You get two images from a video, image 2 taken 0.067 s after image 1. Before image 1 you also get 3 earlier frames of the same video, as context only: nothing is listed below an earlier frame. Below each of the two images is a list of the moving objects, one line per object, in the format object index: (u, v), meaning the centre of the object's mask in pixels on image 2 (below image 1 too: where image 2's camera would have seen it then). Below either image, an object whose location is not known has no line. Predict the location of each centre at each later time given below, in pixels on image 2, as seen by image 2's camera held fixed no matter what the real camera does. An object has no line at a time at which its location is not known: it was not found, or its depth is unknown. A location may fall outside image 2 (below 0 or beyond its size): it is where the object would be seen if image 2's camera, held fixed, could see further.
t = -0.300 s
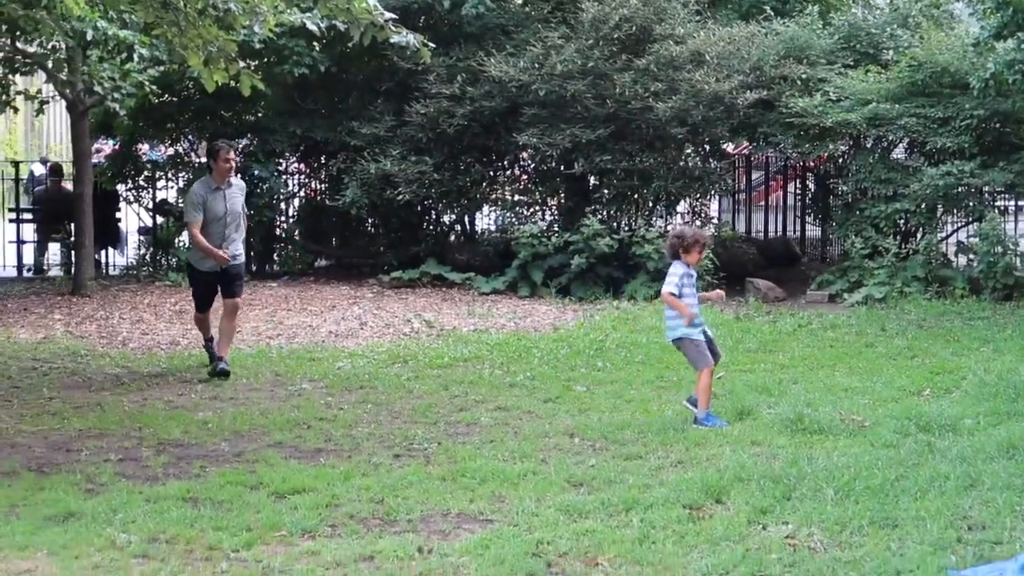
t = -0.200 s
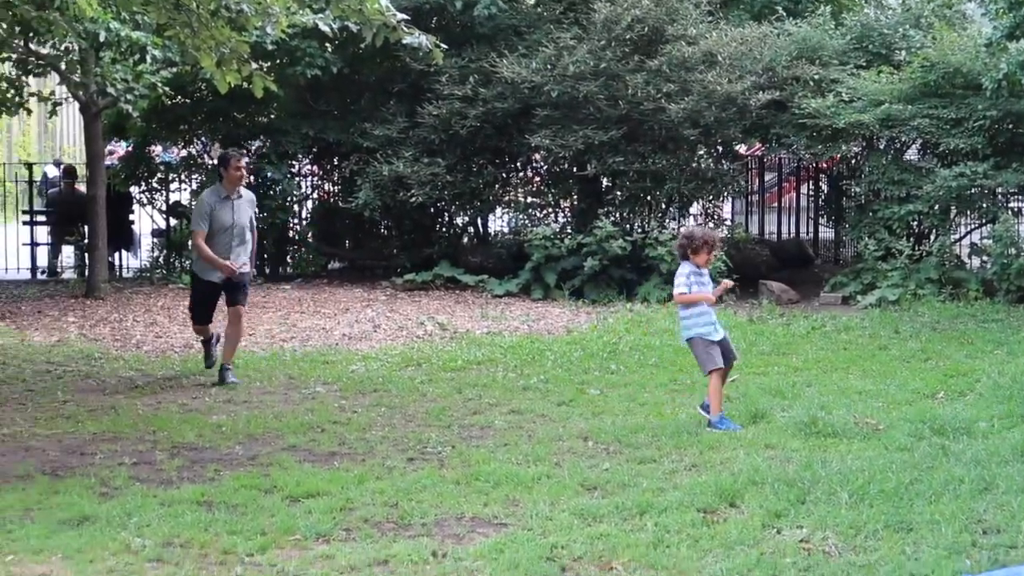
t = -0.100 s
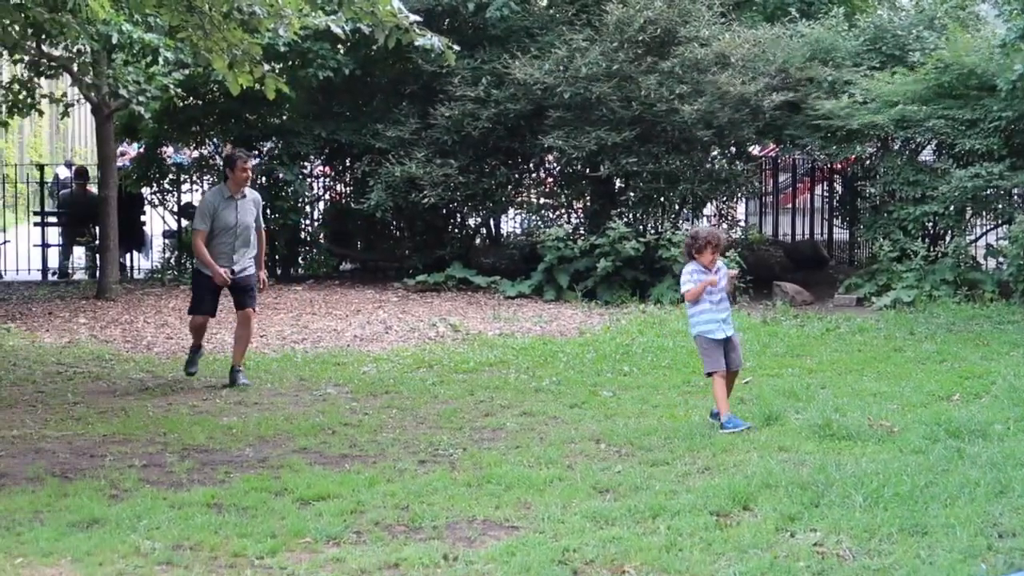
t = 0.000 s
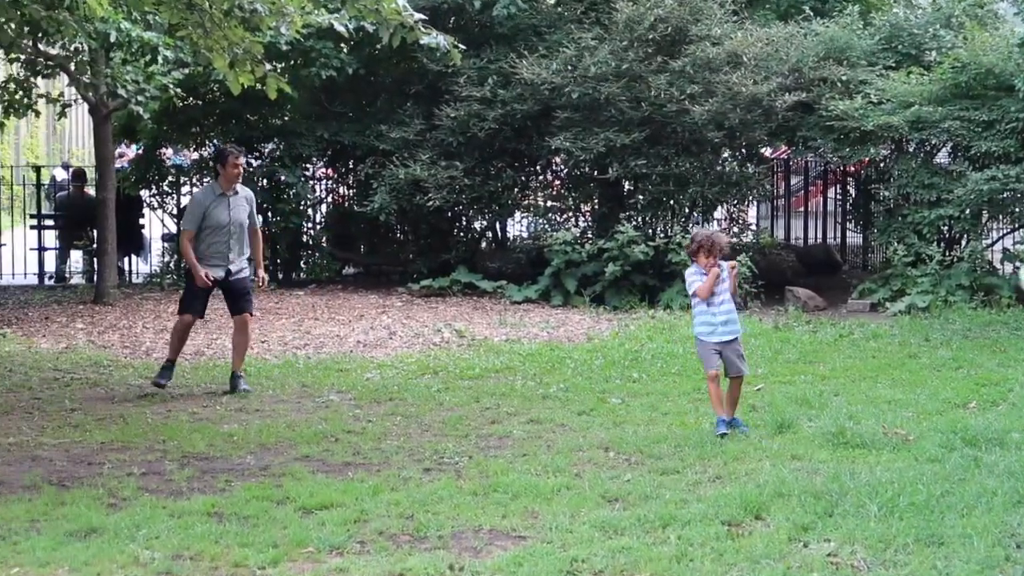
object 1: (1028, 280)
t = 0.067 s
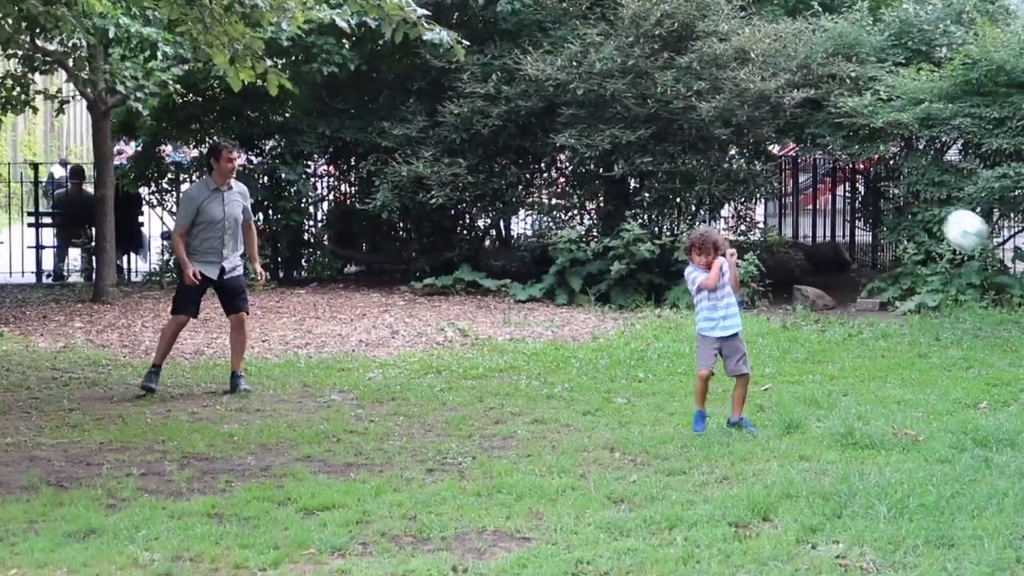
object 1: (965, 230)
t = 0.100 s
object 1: (923, 212)
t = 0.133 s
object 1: (885, 197)
